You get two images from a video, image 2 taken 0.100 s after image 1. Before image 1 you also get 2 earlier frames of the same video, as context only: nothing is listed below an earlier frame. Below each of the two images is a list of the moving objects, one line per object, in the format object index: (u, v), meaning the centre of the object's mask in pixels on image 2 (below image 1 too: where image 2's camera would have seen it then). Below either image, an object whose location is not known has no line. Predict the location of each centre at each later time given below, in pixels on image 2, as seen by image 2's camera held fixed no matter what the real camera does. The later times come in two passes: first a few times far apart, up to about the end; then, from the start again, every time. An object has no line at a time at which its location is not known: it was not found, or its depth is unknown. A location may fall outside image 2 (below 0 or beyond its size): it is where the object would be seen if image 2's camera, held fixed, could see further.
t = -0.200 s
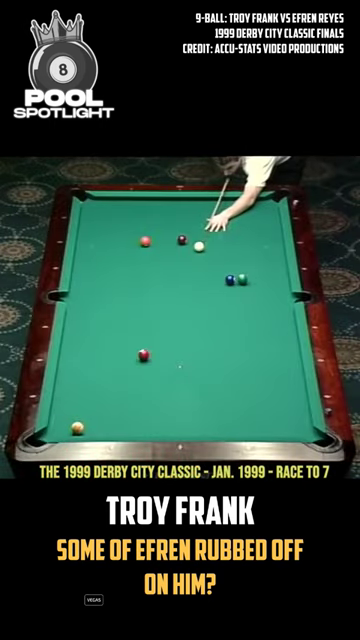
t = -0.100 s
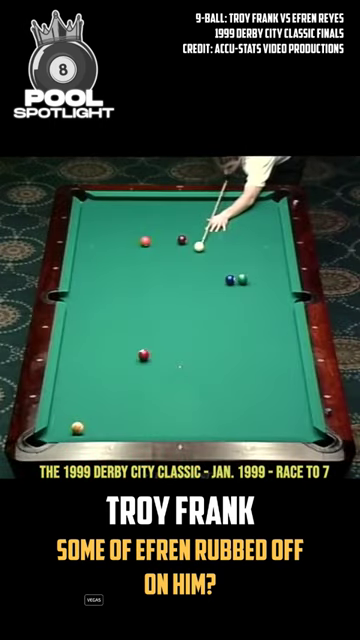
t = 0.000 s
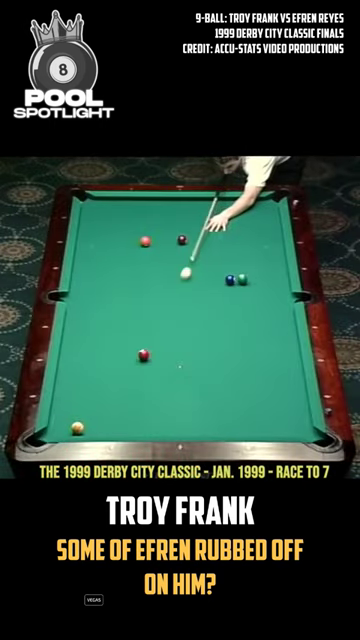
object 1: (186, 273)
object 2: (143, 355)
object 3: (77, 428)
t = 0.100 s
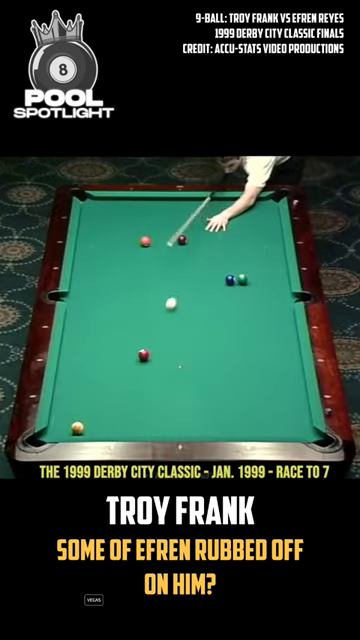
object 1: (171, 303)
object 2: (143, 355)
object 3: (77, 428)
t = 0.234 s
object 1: (150, 345)
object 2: (143, 355)
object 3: (77, 428)
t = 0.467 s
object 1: (173, 354)
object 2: (81, 417)
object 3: (77, 428)
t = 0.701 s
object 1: (195, 352)
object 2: (68, 425)
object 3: (77, 402)
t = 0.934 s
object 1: (216, 348)
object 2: (92, 428)
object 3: (78, 372)
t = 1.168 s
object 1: (237, 345)
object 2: (114, 431)
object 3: (79, 344)
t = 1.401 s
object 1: (256, 343)
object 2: (134, 431)
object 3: (79, 318)
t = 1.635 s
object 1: (274, 340)
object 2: (152, 429)
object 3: (80, 294)
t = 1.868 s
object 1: (292, 337)
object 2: (170, 428)
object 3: (80, 273)
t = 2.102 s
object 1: (284, 333)
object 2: (187, 426)
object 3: (81, 253)
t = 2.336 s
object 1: (276, 329)
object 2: (202, 424)
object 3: (81, 234)
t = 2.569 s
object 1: (268, 325)
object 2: (217, 423)
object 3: (84, 217)
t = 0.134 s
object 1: (166, 314)
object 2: (143, 355)
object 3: (77, 428)
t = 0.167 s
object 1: (161, 324)
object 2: (143, 355)
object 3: (77, 428)
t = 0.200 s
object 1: (155, 335)
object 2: (143, 355)
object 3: (77, 428)
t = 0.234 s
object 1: (150, 345)
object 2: (143, 355)
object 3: (77, 428)
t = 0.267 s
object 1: (151, 350)
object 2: (137, 360)
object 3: (77, 428)
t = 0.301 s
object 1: (155, 352)
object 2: (128, 370)
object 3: (77, 428)
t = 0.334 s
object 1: (159, 353)
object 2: (118, 380)
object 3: (77, 428)
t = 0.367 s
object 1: (162, 353)
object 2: (109, 389)
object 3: (77, 428)
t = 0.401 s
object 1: (166, 354)
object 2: (100, 399)
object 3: (77, 428)
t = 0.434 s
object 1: (169, 354)
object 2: (91, 408)
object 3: (77, 428)
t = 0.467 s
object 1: (173, 354)
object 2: (81, 417)
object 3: (77, 428)
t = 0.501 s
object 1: (176, 354)
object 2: (72, 421)
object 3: (76, 431)
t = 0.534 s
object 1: (179, 354)
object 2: (65, 422)
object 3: (76, 428)
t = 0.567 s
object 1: (183, 353)
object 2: (57, 423)
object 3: (77, 423)
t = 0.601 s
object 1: (186, 353)
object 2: (54, 423)
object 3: (77, 417)
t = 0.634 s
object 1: (189, 352)
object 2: (59, 423)
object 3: (77, 412)
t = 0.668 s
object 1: (192, 352)
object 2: (64, 424)
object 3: (77, 407)
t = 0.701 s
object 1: (195, 352)
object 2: (68, 425)
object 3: (77, 402)
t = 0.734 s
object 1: (198, 351)
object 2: (72, 425)
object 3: (77, 398)
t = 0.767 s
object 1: (201, 351)
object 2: (75, 426)
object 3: (78, 393)
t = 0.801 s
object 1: (204, 350)
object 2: (78, 426)
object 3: (78, 389)
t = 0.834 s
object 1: (207, 350)
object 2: (82, 427)
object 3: (78, 384)
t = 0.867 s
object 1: (210, 349)
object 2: (85, 428)
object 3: (78, 380)
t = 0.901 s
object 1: (213, 349)
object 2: (88, 428)
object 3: (78, 376)
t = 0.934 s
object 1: (216, 348)
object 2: (92, 428)
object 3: (78, 372)
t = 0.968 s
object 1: (219, 348)
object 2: (95, 429)
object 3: (78, 367)
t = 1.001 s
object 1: (222, 347)
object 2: (98, 429)
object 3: (78, 363)
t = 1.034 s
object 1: (225, 347)
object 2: (101, 430)
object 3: (78, 359)
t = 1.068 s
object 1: (228, 347)
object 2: (104, 430)
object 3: (78, 355)
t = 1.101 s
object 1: (231, 346)
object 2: (108, 431)
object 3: (78, 351)
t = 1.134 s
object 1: (234, 346)
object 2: (111, 431)
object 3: (78, 347)
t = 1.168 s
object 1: (237, 345)
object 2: (114, 431)
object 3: (79, 344)
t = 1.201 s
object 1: (240, 345)
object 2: (117, 432)
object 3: (79, 340)
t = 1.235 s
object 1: (242, 344)
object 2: (120, 431)
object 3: (78, 336)
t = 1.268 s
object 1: (245, 344)
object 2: (123, 431)
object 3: (79, 333)
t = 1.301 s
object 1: (248, 344)
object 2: (126, 431)
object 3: (79, 329)
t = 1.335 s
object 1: (250, 343)
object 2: (129, 431)
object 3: (79, 325)
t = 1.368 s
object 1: (253, 343)
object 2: (131, 431)
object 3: (79, 322)
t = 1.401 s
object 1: (256, 343)
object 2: (134, 431)
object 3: (79, 318)
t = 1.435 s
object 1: (259, 342)
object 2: (137, 431)
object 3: (79, 315)
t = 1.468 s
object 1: (262, 342)
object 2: (139, 431)
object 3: (79, 311)
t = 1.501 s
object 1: (264, 341)
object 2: (142, 430)
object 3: (79, 308)
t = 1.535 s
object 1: (267, 341)
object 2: (144, 430)
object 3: (79, 304)
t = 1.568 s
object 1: (269, 340)
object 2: (147, 429)
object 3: (79, 301)
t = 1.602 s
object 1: (272, 340)
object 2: (150, 429)
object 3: (80, 298)
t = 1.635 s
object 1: (274, 340)
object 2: (152, 429)
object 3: (80, 294)
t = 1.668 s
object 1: (277, 340)
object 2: (155, 429)
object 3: (80, 291)
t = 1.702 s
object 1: (279, 339)
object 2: (158, 429)
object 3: (80, 288)
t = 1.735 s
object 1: (282, 339)
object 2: (160, 429)
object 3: (80, 285)
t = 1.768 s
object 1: (284, 338)
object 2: (162, 428)
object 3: (80, 282)
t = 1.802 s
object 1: (287, 338)
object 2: (165, 428)
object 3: (80, 279)
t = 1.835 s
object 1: (290, 338)
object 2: (167, 428)
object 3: (81, 276)
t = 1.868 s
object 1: (292, 337)
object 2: (170, 428)
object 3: (80, 273)
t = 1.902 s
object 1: (292, 337)
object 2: (172, 428)
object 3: (81, 270)
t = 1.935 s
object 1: (290, 336)
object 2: (174, 428)
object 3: (81, 267)
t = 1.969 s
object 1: (289, 335)
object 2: (177, 427)
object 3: (81, 264)
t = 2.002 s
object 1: (288, 335)
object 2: (179, 427)
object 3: (81, 261)
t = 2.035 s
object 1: (287, 334)
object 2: (182, 427)
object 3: (81, 259)
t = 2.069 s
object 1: (285, 334)
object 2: (184, 427)
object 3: (81, 256)
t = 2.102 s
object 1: (284, 333)
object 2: (187, 426)
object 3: (81, 253)
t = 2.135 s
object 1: (283, 332)
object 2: (189, 426)
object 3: (81, 250)
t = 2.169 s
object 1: (282, 332)
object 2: (191, 426)
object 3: (81, 247)
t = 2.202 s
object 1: (280, 331)
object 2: (193, 426)
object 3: (81, 245)
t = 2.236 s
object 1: (279, 331)
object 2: (195, 425)
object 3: (81, 242)
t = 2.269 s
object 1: (278, 330)
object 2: (198, 425)
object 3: (82, 240)
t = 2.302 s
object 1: (277, 329)
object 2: (200, 425)
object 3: (82, 237)
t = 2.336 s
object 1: (276, 329)
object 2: (202, 424)
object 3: (81, 234)
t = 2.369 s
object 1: (275, 328)
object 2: (204, 424)
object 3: (82, 232)
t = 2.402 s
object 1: (273, 328)
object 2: (206, 424)
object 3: (82, 229)
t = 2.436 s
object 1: (272, 327)
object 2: (208, 424)
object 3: (82, 227)
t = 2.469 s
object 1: (272, 327)
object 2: (210, 424)
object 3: (82, 224)
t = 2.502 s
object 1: (270, 326)
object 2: (212, 423)
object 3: (83, 222)
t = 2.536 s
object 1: (269, 326)
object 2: (215, 423)
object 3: (83, 219)
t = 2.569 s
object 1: (268, 325)
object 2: (217, 423)
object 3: (84, 217)
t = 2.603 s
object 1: (267, 325)
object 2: (219, 423)
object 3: (84, 215)
